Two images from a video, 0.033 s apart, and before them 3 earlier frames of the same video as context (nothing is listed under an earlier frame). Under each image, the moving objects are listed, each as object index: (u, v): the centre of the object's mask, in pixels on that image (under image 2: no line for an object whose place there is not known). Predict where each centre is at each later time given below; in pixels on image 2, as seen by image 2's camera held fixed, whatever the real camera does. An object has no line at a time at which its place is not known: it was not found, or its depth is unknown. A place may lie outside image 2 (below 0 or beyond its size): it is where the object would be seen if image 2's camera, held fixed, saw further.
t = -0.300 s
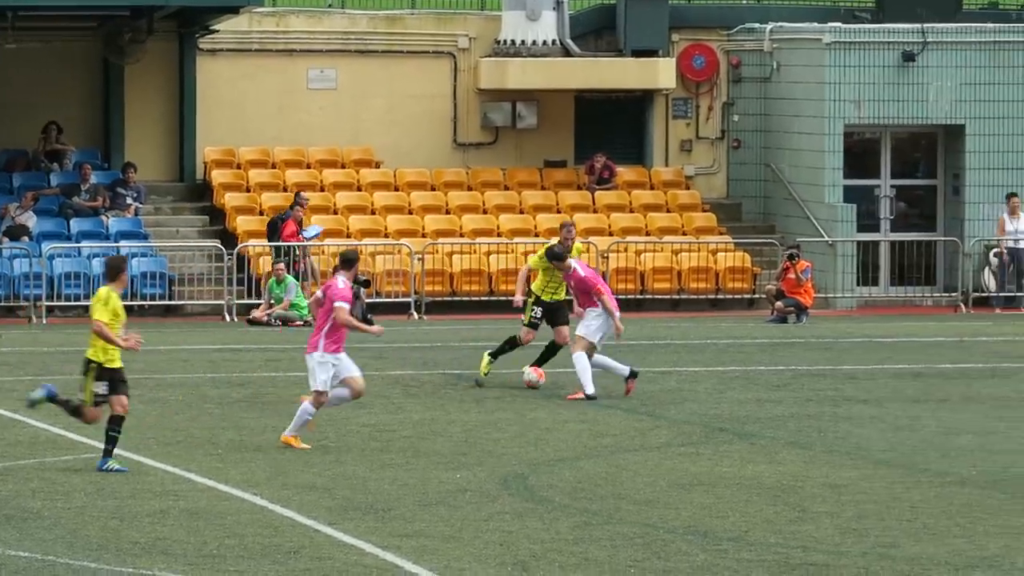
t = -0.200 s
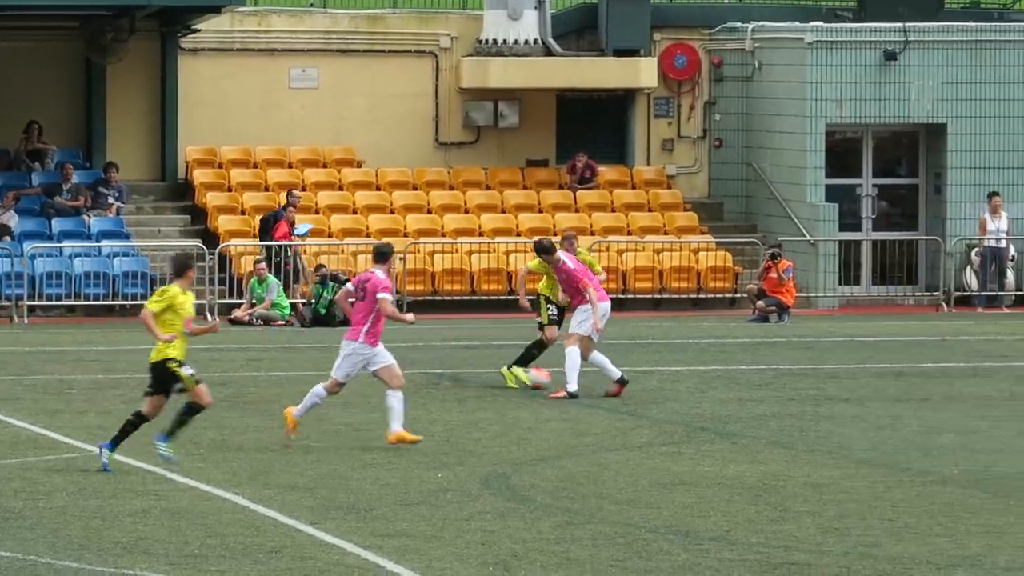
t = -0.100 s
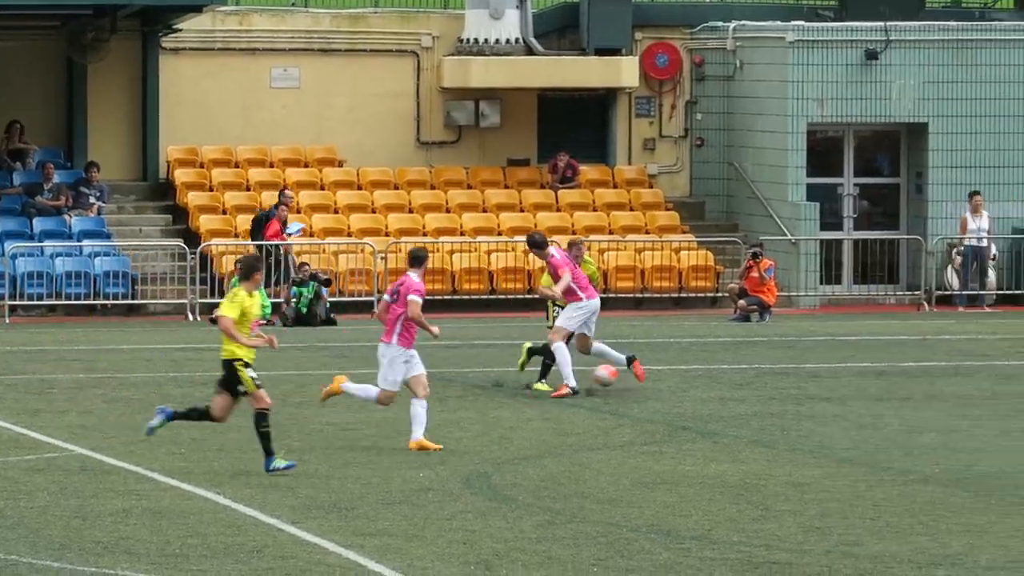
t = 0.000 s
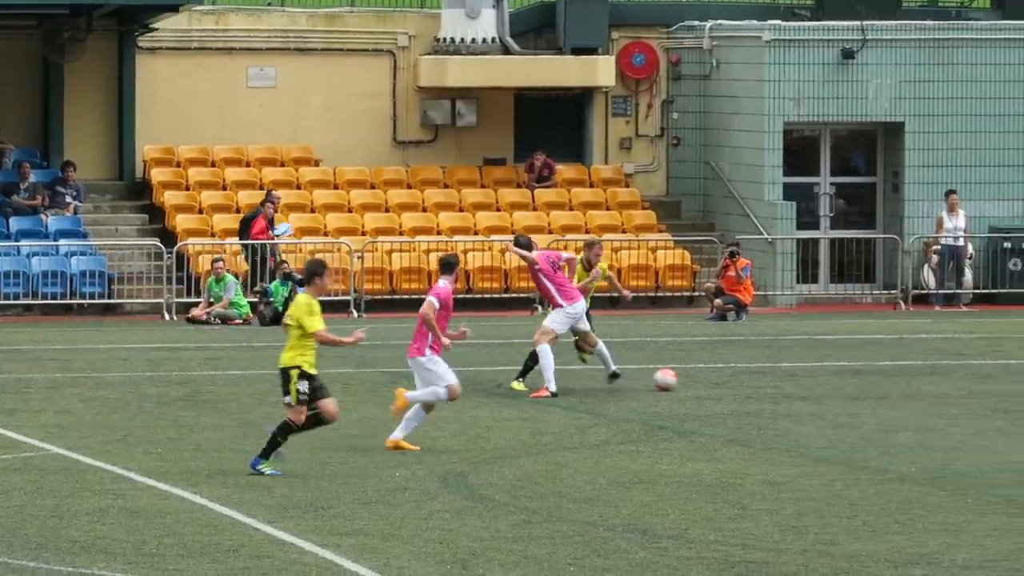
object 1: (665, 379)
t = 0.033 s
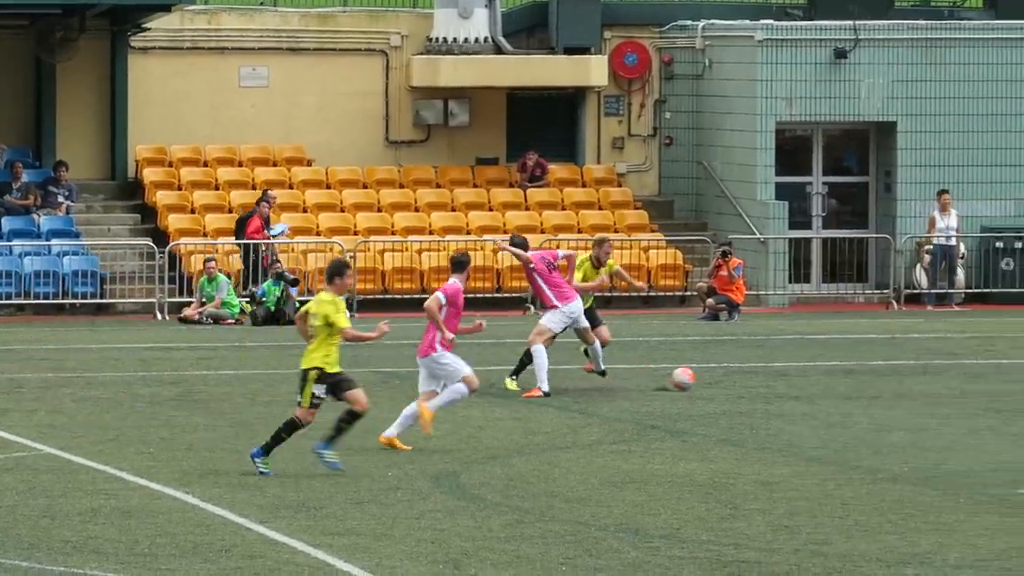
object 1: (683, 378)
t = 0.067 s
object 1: (706, 376)
